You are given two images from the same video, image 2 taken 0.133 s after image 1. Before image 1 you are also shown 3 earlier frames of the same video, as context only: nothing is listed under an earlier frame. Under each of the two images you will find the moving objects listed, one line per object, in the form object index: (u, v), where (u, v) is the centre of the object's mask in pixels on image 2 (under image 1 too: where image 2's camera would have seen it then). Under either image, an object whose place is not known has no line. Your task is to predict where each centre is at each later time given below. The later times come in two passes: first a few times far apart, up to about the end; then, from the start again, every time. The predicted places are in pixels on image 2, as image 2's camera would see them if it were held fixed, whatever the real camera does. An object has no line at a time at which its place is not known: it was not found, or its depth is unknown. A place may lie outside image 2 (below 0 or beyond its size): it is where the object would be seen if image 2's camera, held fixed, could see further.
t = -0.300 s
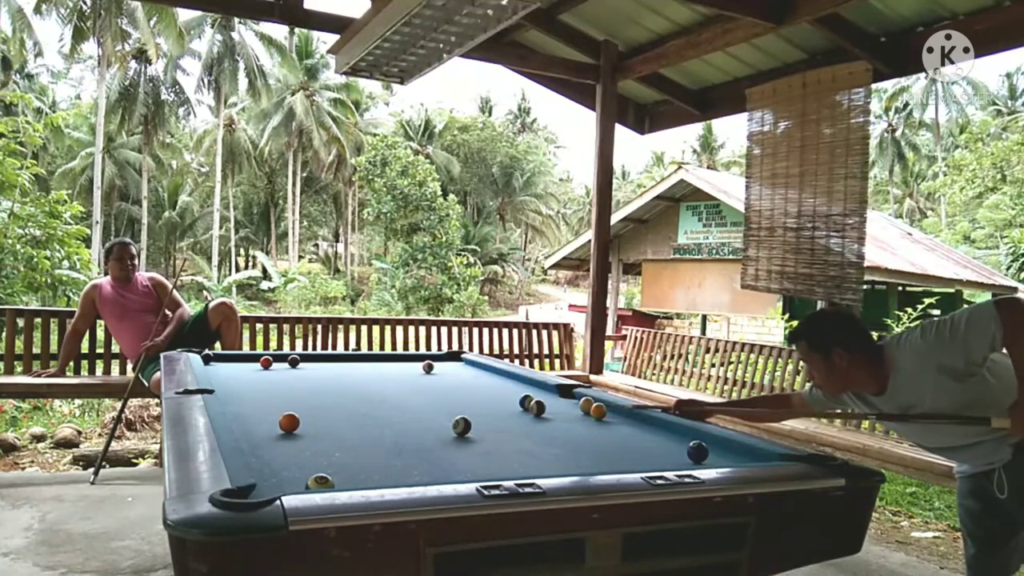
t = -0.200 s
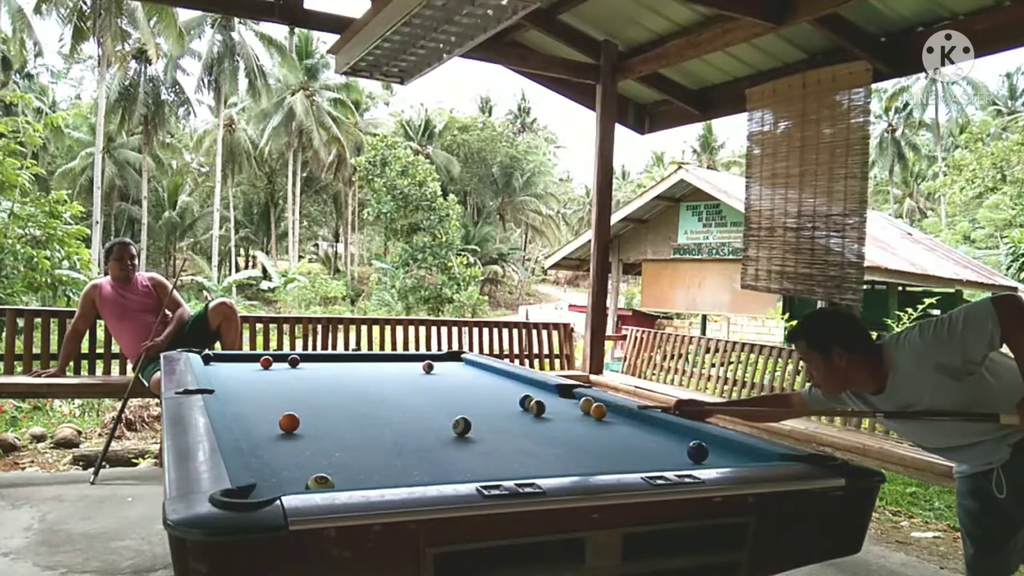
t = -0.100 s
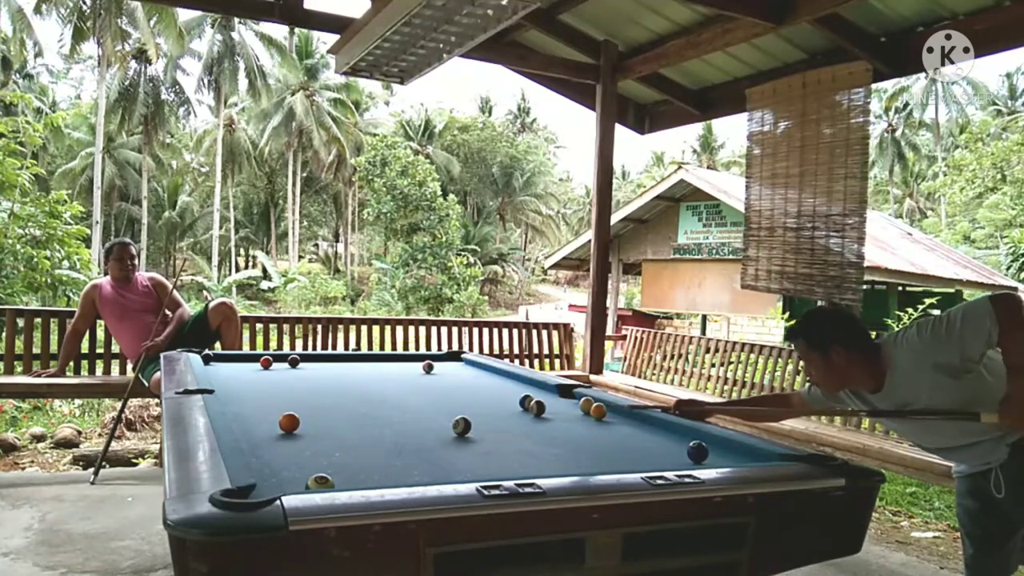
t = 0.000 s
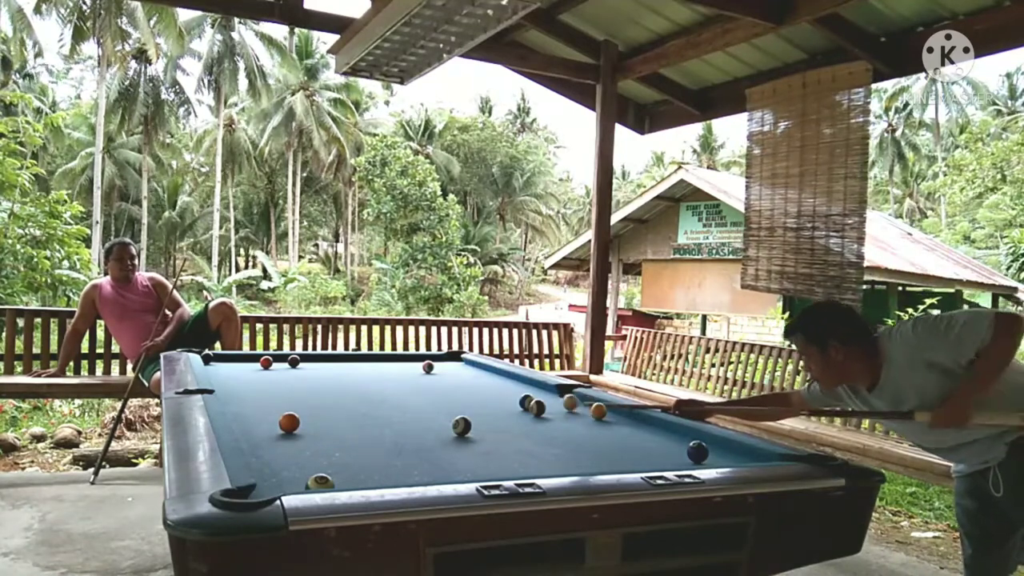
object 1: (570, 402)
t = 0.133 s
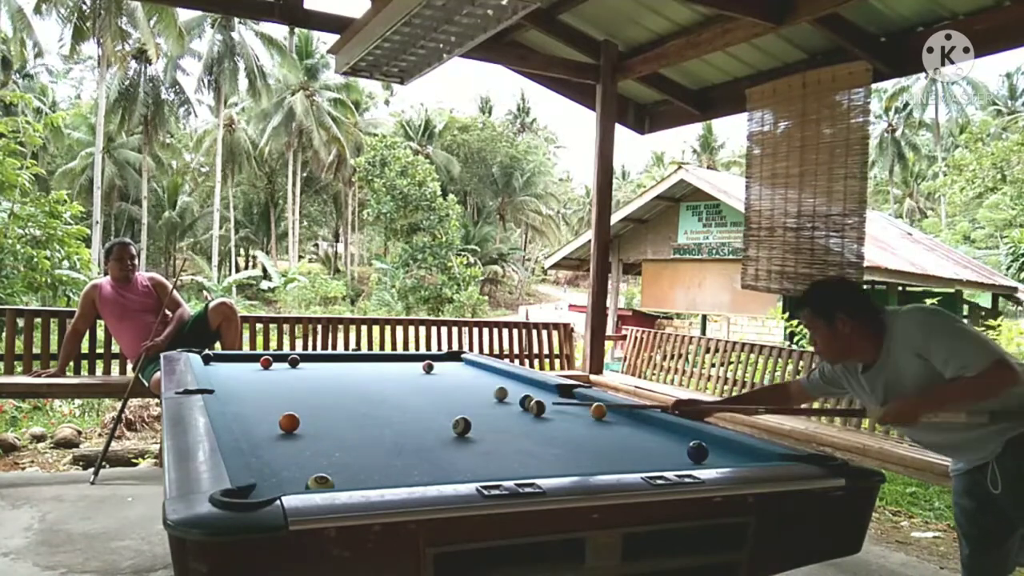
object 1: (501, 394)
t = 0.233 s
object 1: (458, 388)
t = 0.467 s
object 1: (369, 376)
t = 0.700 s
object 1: (292, 365)
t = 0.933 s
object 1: (272, 361)
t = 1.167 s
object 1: (260, 358)
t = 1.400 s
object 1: (252, 357)
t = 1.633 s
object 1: (248, 358)
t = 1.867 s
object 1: (244, 360)
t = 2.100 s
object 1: (241, 362)
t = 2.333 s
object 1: (238, 363)
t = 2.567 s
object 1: (235, 365)
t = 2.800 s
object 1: (232, 366)
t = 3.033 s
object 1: (230, 368)
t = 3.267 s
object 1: (228, 369)
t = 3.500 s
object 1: (225, 370)
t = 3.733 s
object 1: (223, 372)
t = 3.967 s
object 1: (221, 372)
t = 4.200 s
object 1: (219, 373)
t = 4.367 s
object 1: (218, 373)
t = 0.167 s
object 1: (486, 392)
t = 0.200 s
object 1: (472, 389)
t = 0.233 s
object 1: (458, 388)
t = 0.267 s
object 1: (444, 386)
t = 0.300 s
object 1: (431, 384)
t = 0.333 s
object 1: (418, 382)
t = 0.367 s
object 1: (405, 381)
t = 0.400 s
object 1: (393, 379)
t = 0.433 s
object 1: (381, 378)
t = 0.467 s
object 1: (369, 376)
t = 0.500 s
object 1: (357, 375)
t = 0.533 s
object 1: (346, 373)
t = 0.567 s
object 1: (334, 372)
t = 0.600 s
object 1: (323, 370)
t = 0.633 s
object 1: (313, 368)
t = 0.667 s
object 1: (302, 367)
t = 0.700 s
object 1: (292, 365)
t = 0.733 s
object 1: (282, 364)
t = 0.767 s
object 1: (276, 363)
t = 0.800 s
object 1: (276, 363)
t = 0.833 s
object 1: (276, 363)
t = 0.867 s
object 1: (275, 362)
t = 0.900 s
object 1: (273, 362)
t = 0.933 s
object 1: (272, 361)
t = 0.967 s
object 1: (270, 361)
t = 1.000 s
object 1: (268, 360)
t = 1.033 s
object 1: (266, 360)
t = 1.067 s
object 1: (265, 359)
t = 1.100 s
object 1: (263, 359)
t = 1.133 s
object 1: (262, 359)
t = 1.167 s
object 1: (260, 358)
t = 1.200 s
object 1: (259, 358)
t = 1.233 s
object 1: (257, 358)
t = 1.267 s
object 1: (256, 357)
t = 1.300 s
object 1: (254, 357)
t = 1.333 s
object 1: (253, 357)
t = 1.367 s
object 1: (252, 357)
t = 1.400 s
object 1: (252, 357)
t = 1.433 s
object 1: (251, 357)
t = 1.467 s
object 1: (250, 357)
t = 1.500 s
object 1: (250, 357)
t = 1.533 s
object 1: (249, 358)
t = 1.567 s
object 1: (249, 358)
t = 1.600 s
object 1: (249, 358)
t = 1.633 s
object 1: (248, 358)
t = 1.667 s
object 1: (247, 358)
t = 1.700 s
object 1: (247, 359)
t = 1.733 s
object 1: (246, 359)
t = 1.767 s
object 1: (246, 359)
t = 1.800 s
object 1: (245, 359)
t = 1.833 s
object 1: (245, 360)
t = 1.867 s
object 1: (244, 360)
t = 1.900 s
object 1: (244, 360)
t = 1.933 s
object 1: (243, 360)
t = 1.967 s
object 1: (243, 361)
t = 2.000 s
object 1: (242, 361)
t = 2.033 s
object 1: (242, 361)
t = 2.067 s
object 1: (241, 361)
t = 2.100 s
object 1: (241, 362)
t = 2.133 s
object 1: (241, 362)
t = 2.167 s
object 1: (240, 362)
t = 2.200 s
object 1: (240, 362)
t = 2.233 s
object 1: (239, 362)
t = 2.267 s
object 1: (239, 363)
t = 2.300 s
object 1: (238, 363)
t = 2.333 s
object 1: (238, 363)
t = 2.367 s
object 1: (238, 363)
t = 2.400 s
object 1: (237, 364)
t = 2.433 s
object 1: (237, 364)
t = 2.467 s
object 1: (236, 364)
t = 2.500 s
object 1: (236, 364)
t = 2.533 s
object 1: (236, 364)
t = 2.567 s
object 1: (235, 365)
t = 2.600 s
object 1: (235, 365)
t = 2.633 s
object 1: (234, 365)
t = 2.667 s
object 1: (234, 366)
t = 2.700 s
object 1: (234, 366)
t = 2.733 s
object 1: (233, 366)
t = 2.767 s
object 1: (233, 366)
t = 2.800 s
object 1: (232, 366)
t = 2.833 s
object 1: (232, 367)
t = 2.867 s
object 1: (232, 367)
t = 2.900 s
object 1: (231, 367)
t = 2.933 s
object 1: (231, 367)
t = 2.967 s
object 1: (231, 367)
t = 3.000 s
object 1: (230, 368)
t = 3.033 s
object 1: (230, 368)
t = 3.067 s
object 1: (230, 368)
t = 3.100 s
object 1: (230, 368)
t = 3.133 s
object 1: (229, 368)
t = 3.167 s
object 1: (229, 369)
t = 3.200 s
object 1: (228, 369)
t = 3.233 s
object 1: (228, 369)
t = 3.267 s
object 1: (228, 369)
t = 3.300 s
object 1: (228, 369)
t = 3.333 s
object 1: (227, 369)
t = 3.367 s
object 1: (227, 370)
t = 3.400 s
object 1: (226, 370)
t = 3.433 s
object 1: (226, 370)
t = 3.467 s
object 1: (226, 370)
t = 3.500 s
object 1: (225, 370)
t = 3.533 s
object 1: (225, 371)
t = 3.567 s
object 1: (225, 371)
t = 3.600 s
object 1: (224, 371)
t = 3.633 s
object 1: (224, 371)
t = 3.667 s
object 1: (224, 371)
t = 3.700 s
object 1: (223, 371)
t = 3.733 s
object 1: (223, 372)
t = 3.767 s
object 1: (223, 372)
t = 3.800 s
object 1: (222, 372)
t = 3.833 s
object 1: (222, 372)
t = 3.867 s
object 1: (222, 372)
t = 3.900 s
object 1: (221, 372)
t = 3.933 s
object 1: (221, 372)
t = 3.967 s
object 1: (221, 372)
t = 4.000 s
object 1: (220, 372)
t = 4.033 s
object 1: (220, 373)
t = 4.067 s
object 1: (220, 373)
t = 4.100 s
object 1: (220, 373)
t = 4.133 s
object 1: (220, 373)
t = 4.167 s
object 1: (219, 373)
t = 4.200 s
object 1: (219, 373)
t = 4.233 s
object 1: (219, 373)
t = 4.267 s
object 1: (219, 373)
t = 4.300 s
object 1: (218, 373)
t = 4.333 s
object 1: (218, 373)
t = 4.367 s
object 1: (218, 373)
